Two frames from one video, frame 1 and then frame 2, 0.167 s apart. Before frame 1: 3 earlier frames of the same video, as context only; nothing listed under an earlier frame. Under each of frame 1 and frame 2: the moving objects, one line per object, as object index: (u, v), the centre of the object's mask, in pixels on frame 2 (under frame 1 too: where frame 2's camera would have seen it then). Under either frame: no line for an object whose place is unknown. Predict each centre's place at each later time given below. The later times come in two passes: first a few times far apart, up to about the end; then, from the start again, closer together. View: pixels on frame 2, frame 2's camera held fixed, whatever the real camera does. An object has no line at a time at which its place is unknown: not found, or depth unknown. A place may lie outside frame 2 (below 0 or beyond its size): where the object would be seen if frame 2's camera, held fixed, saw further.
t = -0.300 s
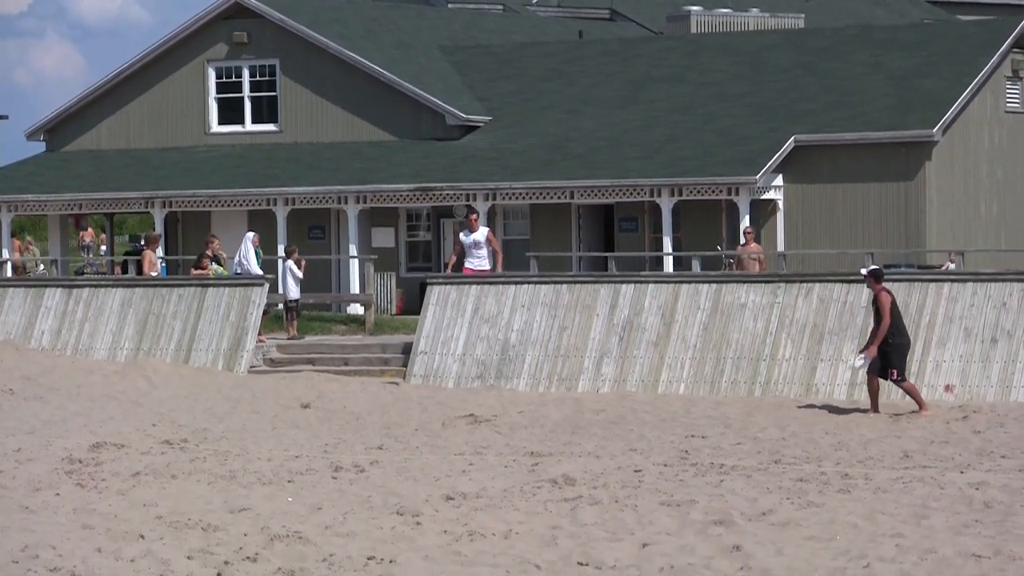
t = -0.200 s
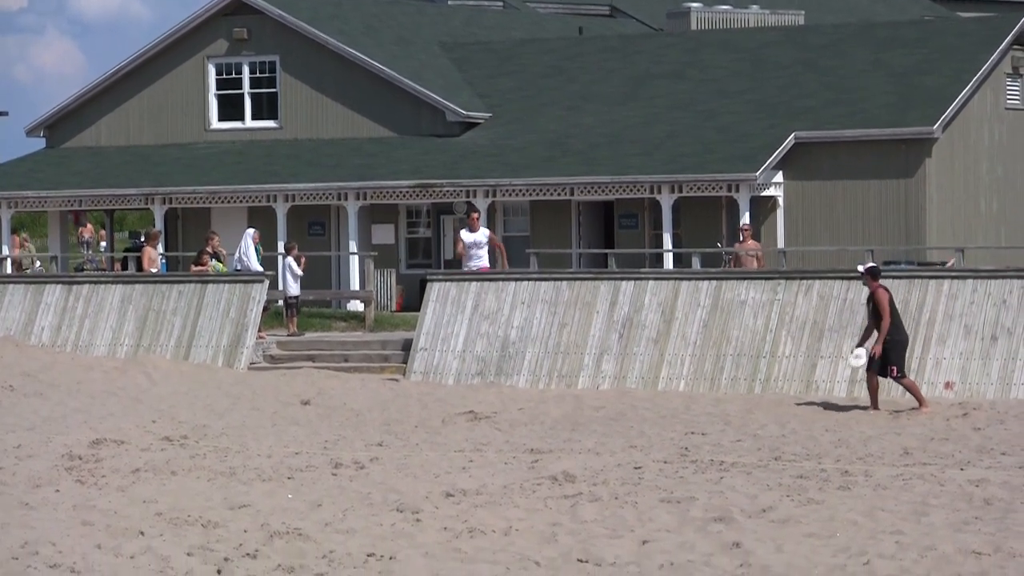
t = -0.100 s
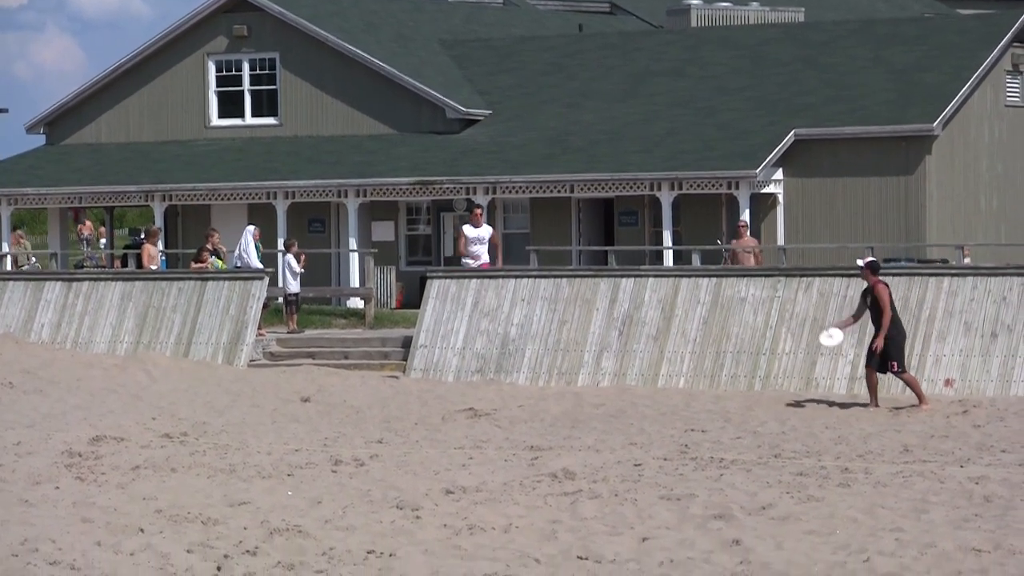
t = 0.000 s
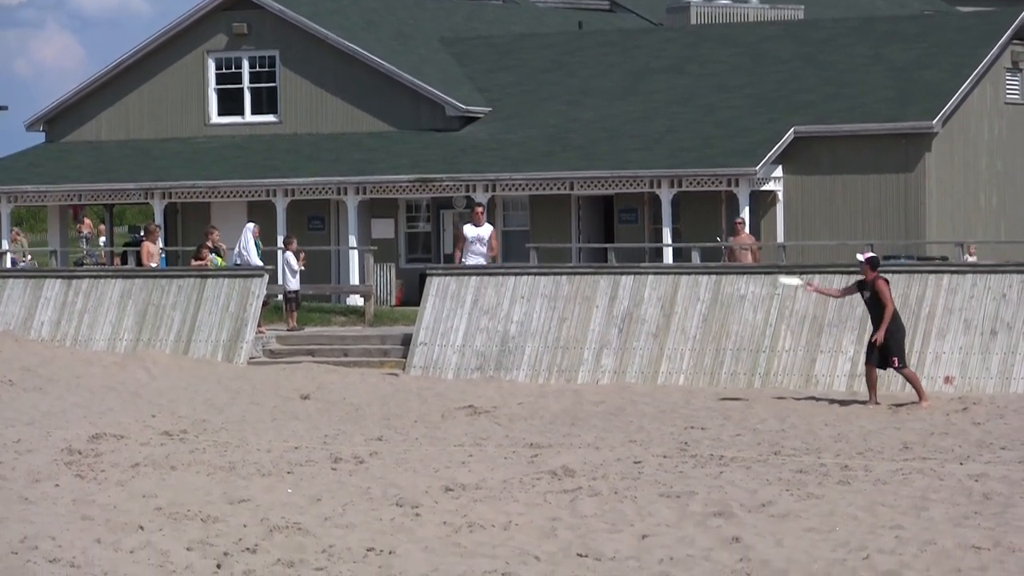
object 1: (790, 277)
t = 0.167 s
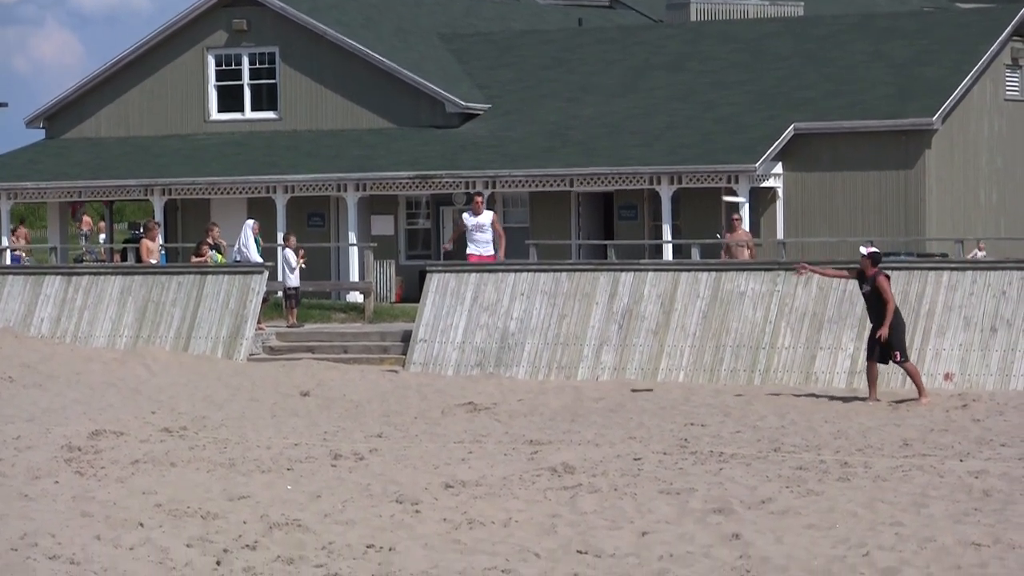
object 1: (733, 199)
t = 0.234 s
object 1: (711, 177)
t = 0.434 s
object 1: (646, 138)
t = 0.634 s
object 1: (582, 132)
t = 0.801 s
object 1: (531, 147)
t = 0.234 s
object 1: (711, 177)
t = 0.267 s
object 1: (700, 168)
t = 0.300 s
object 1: (690, 160)
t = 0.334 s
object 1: (678, 153)
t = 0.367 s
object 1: (668, 147)
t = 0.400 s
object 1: (657, 142)
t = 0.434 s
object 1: (646, 138)
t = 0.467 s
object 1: (636, 135)
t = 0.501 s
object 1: (625, 133)
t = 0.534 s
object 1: (614, 131)
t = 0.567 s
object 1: (604, 131)
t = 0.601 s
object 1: (593, 131)
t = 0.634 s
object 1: (582, 132)
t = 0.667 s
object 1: (572, 134)
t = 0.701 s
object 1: (562, 136)
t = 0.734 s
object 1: (552, 139)
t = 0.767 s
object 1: (541, 143)
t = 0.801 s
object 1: (531, 147)
